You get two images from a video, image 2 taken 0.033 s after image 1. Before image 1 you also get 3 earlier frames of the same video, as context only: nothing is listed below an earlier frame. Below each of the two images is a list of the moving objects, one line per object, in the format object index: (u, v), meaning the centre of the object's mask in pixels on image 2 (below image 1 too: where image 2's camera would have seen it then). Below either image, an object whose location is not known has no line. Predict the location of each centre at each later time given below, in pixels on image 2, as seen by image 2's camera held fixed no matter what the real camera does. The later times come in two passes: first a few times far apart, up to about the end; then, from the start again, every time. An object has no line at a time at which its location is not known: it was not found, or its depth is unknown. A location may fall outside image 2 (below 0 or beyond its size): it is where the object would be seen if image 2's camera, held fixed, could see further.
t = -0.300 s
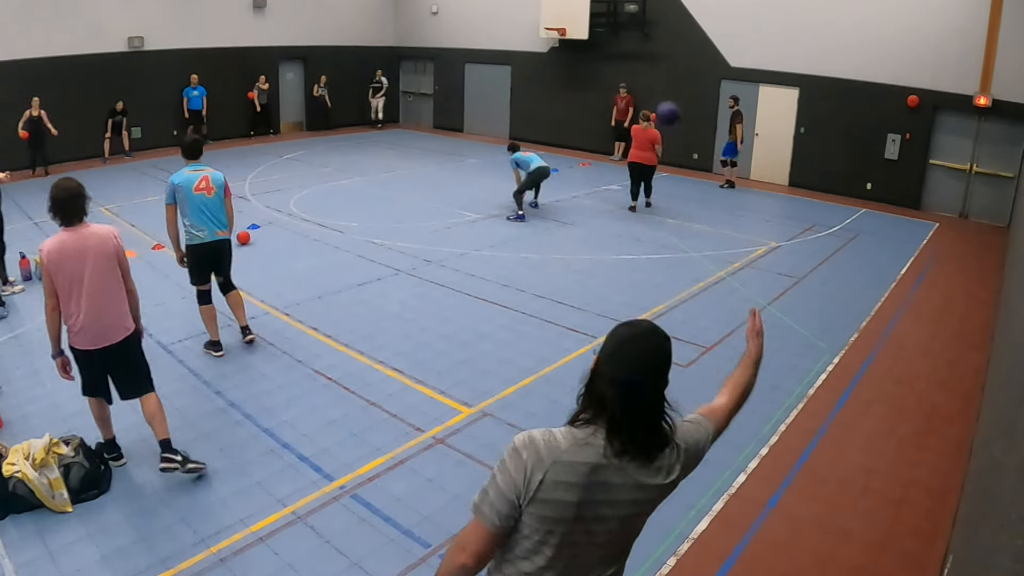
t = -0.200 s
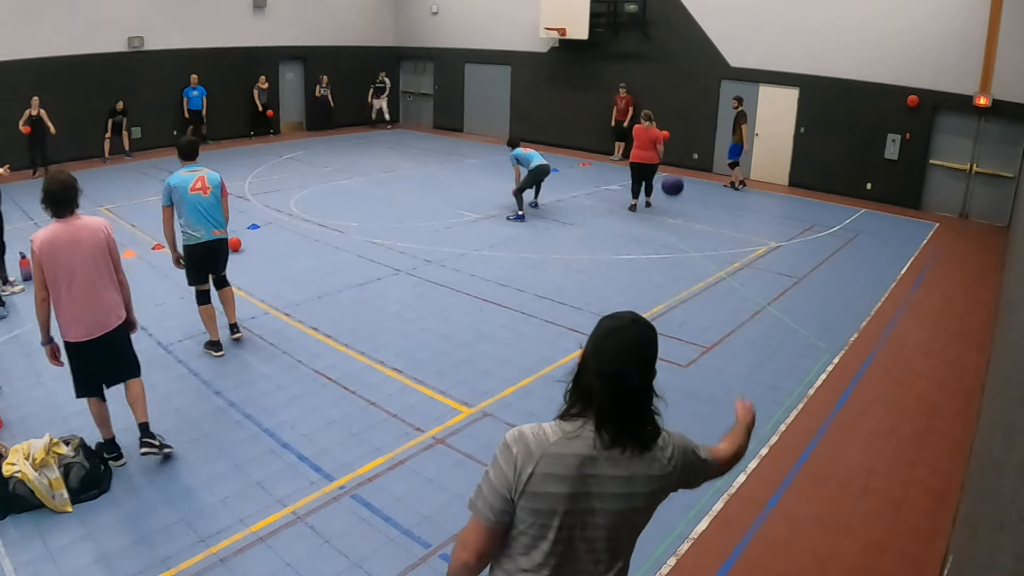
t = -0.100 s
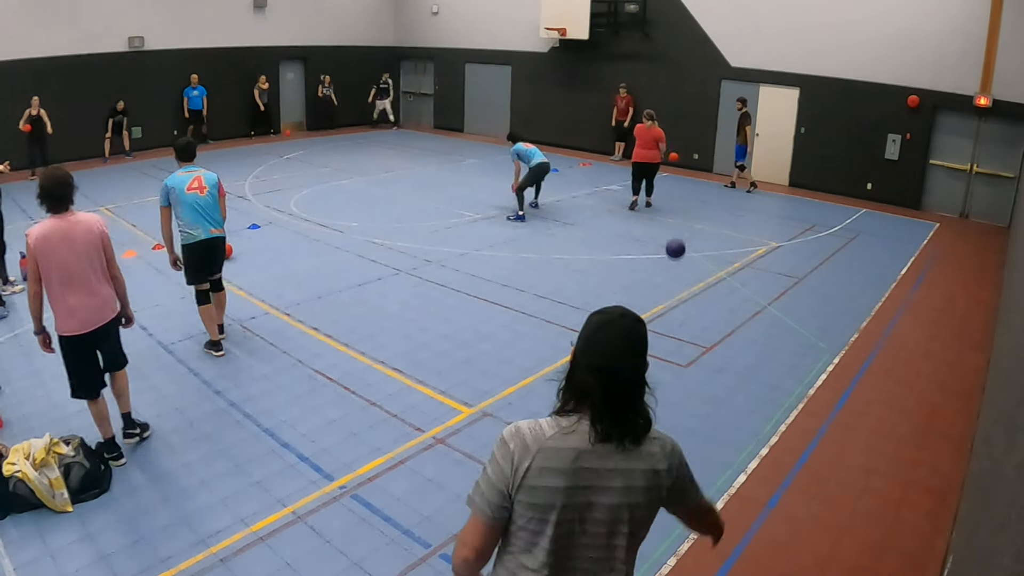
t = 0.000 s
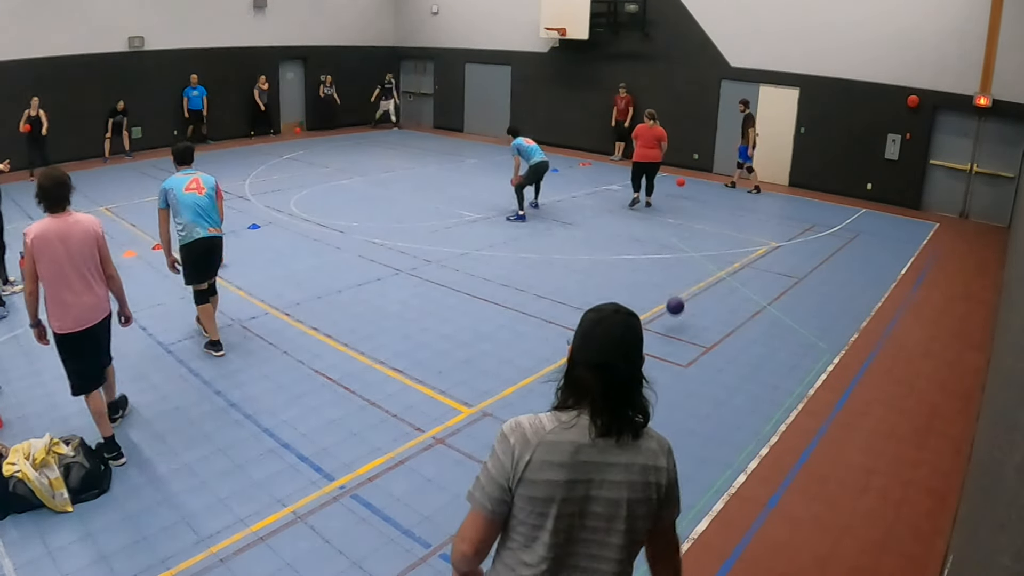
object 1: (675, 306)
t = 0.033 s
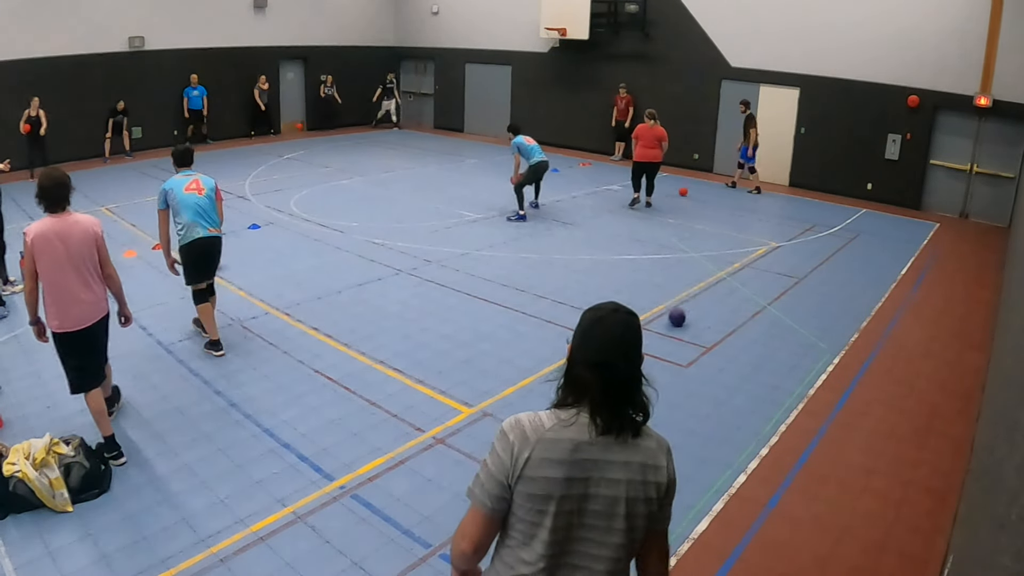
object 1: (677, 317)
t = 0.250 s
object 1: (715, 235)
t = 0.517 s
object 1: (753, 199)
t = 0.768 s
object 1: (779, 226)
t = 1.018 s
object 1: (794, 286)
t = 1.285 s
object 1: (822, 249)
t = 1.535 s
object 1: (838, 266)
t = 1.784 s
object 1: (853, 255)
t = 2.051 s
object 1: (866, 257)
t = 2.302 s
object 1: (877, 255)
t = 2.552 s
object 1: (885, 253)
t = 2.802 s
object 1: (894, 250)
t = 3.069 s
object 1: (903, 247)
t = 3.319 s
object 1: (909, 244)
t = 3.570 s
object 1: (916, 241)
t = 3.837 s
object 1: (922, 238)
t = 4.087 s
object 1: (928, 236)
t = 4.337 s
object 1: (932, 234)
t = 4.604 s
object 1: (937, 232)
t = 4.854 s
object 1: (941, 231)
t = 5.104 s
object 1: (945, 229)
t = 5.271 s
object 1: (948, 228)
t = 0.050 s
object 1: (680, 308)
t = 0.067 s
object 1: (683, 301)
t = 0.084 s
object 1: (686, 293)
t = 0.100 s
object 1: (689, 286)
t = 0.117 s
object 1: (692, 279)
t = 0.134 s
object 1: (695, 273)
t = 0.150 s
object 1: (698, 266)
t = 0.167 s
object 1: (701, 260)
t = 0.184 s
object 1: (703, 255)
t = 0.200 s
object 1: (706, 249)
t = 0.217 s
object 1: (709, 244)
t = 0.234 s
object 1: (712, 239)
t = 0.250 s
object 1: (715, 235)
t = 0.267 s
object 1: (717, 230)
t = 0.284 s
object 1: (720, 226)
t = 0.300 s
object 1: (723, 222)
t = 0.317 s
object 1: (725, 219)
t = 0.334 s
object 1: (728, 216)
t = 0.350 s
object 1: (730, 213)
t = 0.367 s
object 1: (733, 211)
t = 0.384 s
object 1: (735, 208)
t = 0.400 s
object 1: (738, 206)
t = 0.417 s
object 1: (740, 204)
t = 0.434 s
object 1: (742, 203)
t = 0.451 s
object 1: (745, 202)
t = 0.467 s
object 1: (747, 201)
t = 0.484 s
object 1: (749, 200)
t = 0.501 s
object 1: (751, 200)
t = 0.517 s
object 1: (753, 199)
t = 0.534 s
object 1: (755, 200)
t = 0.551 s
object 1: (757, 200)
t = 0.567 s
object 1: (759, 200)
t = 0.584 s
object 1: (761, 201)
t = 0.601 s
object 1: (763, 202)
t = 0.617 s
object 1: (765, 203)
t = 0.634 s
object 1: (766, 205)
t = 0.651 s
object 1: (768, 207)
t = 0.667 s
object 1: (770, 209)
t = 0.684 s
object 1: (772, 211)
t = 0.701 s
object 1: (773, 214)
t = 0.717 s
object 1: (774, 217)
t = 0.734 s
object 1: (776, 219)
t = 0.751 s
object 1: (777, 222)
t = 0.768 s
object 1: (779, 226)
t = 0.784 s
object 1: (780, 229)
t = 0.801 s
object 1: (781, 233)
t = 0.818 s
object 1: (782, 237)
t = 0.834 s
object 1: (783, 241)
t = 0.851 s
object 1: (784, 245)
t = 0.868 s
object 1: (785, 250)
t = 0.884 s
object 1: (786, 254)
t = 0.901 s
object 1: (787, 259)
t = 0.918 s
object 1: (788, 264)
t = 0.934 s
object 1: (789, 269)
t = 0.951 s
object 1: (790, 275)
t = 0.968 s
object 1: (791, 280)
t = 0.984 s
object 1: (792, 286)
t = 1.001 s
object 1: (792, 290)
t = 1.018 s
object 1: (794, 286)
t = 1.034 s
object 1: (797, 281)
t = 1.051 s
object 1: (799, 278)
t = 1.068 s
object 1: (801, 274)
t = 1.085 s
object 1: (803, 271)
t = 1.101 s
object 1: (804, 268)
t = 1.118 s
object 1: (806, 265)
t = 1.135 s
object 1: (808, 263)
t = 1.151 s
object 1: (810, 260)
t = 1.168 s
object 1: (812, 258)
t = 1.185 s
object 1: (813, 256)
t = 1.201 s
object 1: (815, 255)
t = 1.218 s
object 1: (816, 253)
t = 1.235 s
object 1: (818, 252)
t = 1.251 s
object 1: (819, 251)
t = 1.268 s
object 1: (821, 250)
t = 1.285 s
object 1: (822, 249)
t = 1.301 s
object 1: (824, 249)
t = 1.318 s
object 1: (825, 249)
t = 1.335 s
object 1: (826, 249)
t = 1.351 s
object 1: (828, 249)
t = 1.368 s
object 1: (829, 250)
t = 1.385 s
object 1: (830, 250)
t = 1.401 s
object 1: (831, 251)
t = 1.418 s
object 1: (832, 252)
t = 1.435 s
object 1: (833, 253)
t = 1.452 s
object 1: (834, 255)
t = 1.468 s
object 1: (835, 257)
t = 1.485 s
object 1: (835, 259)
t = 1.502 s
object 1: (836, 261)
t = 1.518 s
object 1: (837, 263)
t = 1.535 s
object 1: (838, 266)
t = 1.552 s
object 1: (838, 268)
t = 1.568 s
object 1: (839, 272)
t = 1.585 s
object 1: (840, 271)
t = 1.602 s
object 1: (841, 269)
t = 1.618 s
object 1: (843, 266)
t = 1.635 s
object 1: (844, 264)
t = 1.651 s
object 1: (845, 262)
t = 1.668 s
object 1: (846, 261)
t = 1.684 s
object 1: (847, 259)
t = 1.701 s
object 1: (848, 258)
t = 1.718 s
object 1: (850, 257)
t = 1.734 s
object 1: (851, 256)
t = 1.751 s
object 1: (851, 255)
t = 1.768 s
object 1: (852, 255)
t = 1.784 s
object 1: (853, 255)
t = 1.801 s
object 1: (854, 255)
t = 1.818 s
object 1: (855, 255)
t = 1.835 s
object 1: (856, 255)
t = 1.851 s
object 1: (856, 256)
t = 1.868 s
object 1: (857, 256)
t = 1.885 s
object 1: (858, 257)
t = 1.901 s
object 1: (858, 258)
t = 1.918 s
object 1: (859, 260)
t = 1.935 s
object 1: (859, 262)
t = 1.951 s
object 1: (860, 263)
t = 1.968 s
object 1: (861, 263)
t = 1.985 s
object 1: (862, 262)
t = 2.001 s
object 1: (863, 260)
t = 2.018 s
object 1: (864, 258)
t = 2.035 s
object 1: (865, 257)
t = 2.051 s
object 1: (866, 257)
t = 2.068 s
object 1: (867, 256)
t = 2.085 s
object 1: (867, 256)
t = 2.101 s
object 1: (868, 255)
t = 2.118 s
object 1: (869, 255)
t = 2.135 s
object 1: (870, 255)
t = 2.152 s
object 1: (870, 256)
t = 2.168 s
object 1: (871, 256)
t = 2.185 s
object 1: (872, 257)
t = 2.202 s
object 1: (872, 258)
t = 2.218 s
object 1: (873, 259)
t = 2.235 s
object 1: (874, 258)
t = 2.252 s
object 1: (874, 257)
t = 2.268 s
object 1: (875, 256)
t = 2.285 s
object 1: (876, 255)
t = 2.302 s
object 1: (877, 255)
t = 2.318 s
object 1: (877, 254)
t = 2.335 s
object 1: (878, 254)
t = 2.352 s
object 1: (878, 254)
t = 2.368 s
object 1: (879, 254)
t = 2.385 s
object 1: (879, 255)
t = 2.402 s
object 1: (880, 255)
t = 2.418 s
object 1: (881, 255)
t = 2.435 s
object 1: (881, 255)
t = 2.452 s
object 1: (882, 254)
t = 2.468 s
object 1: (883, 253)
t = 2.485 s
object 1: (883, 253)
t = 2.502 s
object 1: (884, 253)
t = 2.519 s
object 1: (884, 253)
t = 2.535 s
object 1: (885, 253)
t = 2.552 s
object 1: (885, 253)
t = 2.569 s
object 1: (886, 253)
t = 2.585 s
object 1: (887, 252)
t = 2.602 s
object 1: (887, 252)
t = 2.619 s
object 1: (888, 252)
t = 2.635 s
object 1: (889, 252)
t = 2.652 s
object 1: (889, 252)
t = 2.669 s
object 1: (890, 252)
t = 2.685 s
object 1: (890, 251)
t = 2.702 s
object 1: (891, 251)
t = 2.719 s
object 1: (891, 251)
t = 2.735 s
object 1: (892, 251)
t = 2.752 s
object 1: (893, 251)
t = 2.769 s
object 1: (893, 250)
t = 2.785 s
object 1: (894, 250)
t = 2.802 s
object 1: (894, 250)
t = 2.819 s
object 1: (895, 250)
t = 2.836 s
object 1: (895, 250)
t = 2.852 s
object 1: (896, 249)
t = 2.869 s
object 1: (896, 249)
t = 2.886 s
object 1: (897, 249)
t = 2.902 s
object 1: (898, 249)
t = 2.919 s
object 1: (898, 249)
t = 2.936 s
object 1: (899, 248)
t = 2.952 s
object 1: (899, 248)
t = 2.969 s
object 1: (900, 248)
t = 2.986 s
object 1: (900, 248)
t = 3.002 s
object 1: (901, 248)
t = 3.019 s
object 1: (901, 247)
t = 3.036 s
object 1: (902, 247)
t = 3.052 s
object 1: (902, 247)
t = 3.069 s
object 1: (903, 247)
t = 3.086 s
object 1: (903, 247)
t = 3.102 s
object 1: (904, 246)
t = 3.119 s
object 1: (904, 246)
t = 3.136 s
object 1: (905, 246)
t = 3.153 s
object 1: (905, 246)
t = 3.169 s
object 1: (906, 246)
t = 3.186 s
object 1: (906, 245)
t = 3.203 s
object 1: (907, 245)
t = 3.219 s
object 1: (907, 245)
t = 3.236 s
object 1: (907, 245)
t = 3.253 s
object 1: (908, 245)
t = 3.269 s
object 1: (908, 245)
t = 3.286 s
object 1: (909, 244)
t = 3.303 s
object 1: (909, 244)
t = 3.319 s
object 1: (909, 244)
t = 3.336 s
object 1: (910, 244)
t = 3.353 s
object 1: (910, 243)
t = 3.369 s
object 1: (911, 243)
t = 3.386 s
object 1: (911, 243)
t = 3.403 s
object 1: (912, 243)
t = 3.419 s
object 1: (912, 243)
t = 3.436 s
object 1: (912, 243)
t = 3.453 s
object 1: (913, 242)
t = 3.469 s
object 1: (913, 242)
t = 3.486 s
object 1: (914, 242)
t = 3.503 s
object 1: (914, 242)
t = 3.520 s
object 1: (915, 242)
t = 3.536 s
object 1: (915, 241)
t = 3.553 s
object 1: (915, 241)
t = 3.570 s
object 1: (916, 241)
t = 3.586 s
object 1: (916, 241)
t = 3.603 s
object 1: (916, 241)
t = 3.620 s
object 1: (917, 241)
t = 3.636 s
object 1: (917, 240)
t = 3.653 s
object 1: (918, 240)
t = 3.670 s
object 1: (918, 240)
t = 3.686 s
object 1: (918, 240)
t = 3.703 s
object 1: (919, 240)
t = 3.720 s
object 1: (919, 239)
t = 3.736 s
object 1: (920, 239)
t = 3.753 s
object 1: (920, 239)
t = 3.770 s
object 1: (920, 239)
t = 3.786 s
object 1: (921, 239)
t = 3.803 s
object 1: (921, 239)
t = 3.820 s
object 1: (921, 239)
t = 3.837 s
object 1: (922, 238)
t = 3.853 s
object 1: (922, 238)
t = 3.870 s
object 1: (922, 238)
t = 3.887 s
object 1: (923, 238)
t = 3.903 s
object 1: (924, 238)
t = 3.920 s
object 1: (924, 238)
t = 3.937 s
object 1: (924, 238)
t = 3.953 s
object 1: (925, 237)
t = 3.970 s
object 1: (925, 237)
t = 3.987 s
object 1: (926, 237)
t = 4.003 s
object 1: (926, 237)
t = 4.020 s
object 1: (926, 237)
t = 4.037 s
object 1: (927, 237)
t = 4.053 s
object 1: (927, 237)
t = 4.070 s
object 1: (927, 237)
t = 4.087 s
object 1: (928, 236)
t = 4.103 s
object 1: (928, 236)
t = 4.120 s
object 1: (928, 236)
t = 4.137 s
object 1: (929, 236)
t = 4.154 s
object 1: (929, 236)
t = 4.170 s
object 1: (929, 236)
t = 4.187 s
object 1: (930, 236)
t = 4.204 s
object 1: (930, 235)
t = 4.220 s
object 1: (930, 235)
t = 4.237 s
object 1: (931, 235)
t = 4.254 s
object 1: (931, 235)
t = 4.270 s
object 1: (932, 235)
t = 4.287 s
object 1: (932, 235)
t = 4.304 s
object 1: (932, 235)
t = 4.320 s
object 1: (932, 234)
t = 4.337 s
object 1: (932, 234)
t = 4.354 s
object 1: (933, 234)
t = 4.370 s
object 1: (933, 234)
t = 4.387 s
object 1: (934, 234)
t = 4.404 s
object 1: (934, 234)
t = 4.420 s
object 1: (934, 234)
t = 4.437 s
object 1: (934, 233)
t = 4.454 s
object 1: (935, 233)
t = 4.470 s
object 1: (935, 233)
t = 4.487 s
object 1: (935, 233)
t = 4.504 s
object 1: (935, 233)
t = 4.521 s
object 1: (936, 233)
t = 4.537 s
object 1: (936, 233)
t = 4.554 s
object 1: (937, 233)
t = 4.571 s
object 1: (937, 232)
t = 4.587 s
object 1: (937, 232)
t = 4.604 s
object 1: (937, 232)
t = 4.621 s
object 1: (938, 232)
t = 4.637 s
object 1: (938, 232)
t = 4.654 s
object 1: (938, 232)
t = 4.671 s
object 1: (938, 232)
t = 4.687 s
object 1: (939, 232)
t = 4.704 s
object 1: (939, 232)
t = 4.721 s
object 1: (939, 232)
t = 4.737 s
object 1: (939, 232)
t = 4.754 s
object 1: (940, 232)
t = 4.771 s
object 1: (940, 231)
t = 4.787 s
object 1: (940, 231)
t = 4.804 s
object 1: (940, 231)
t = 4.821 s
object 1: (941, 231)
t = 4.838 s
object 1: (941, 231)
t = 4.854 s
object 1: (941, 231)
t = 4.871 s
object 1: (942, 230)
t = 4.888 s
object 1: (942, 230)
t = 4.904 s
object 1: (942, 230)
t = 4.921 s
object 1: (943, 230)
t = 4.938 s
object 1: (943, 230)
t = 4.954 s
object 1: (943, 230)
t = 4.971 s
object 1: (943, 229)
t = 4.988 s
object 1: (943, 229)
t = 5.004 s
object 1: (944, 229)
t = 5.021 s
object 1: (944, 229)
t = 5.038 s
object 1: (944, 229)
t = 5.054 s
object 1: (944, 229)
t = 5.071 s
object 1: (944, 229)
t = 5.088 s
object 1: (945, 229)
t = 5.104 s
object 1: (945, 229)
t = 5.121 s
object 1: (946, 229)
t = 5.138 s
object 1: (946, 229)
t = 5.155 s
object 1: (946, 229)
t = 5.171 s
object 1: (946, 228)
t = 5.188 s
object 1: (946, 228)
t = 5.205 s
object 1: (947, 228)
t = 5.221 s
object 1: (947, 228)
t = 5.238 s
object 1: (947, 228)
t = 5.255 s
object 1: (948, 228)
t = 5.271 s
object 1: (948, 228)
